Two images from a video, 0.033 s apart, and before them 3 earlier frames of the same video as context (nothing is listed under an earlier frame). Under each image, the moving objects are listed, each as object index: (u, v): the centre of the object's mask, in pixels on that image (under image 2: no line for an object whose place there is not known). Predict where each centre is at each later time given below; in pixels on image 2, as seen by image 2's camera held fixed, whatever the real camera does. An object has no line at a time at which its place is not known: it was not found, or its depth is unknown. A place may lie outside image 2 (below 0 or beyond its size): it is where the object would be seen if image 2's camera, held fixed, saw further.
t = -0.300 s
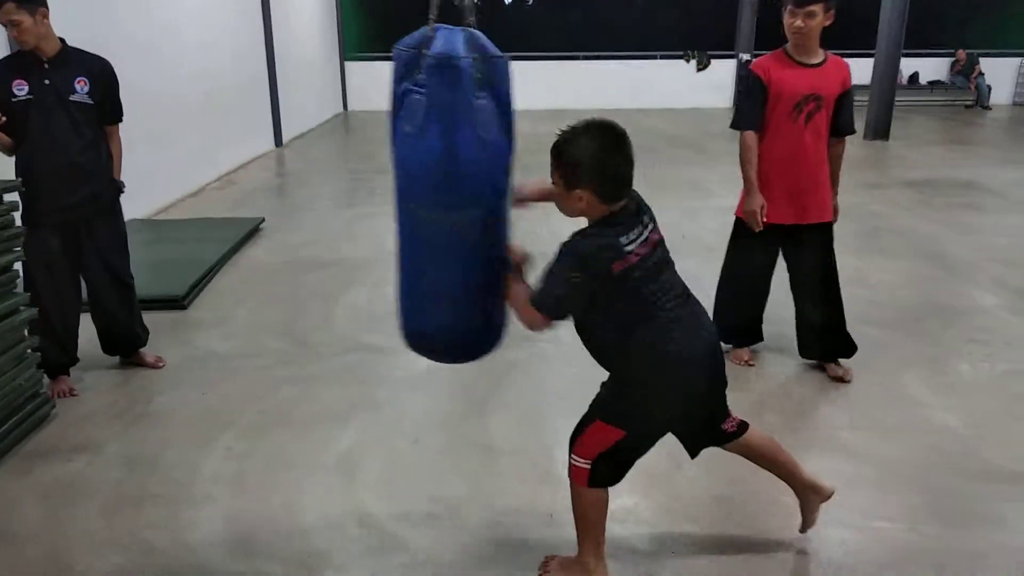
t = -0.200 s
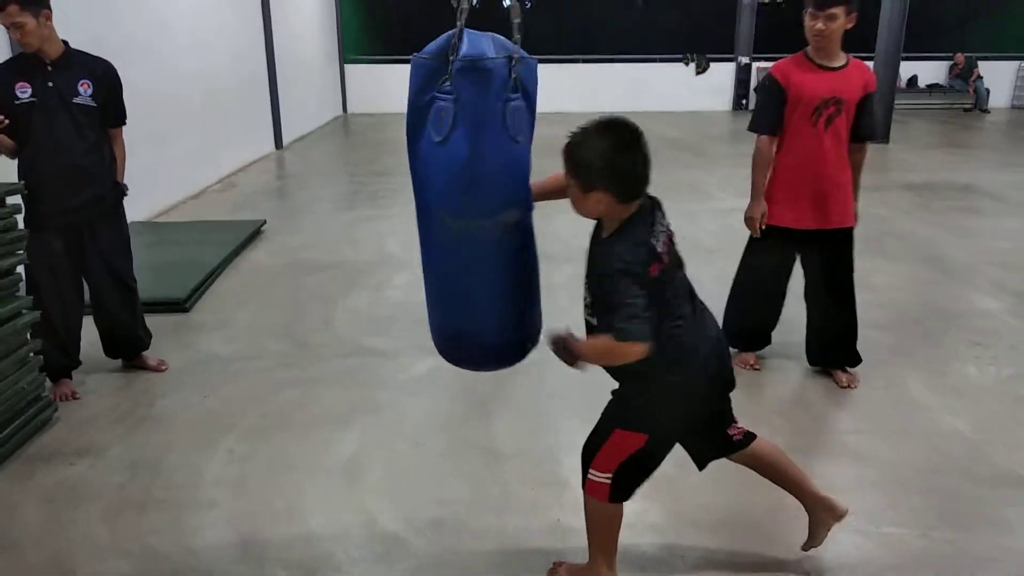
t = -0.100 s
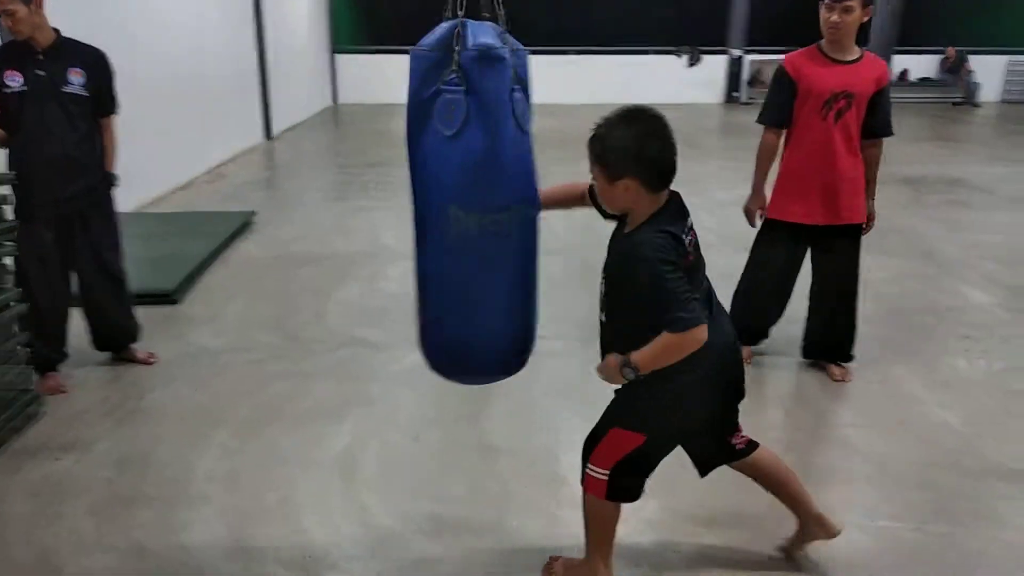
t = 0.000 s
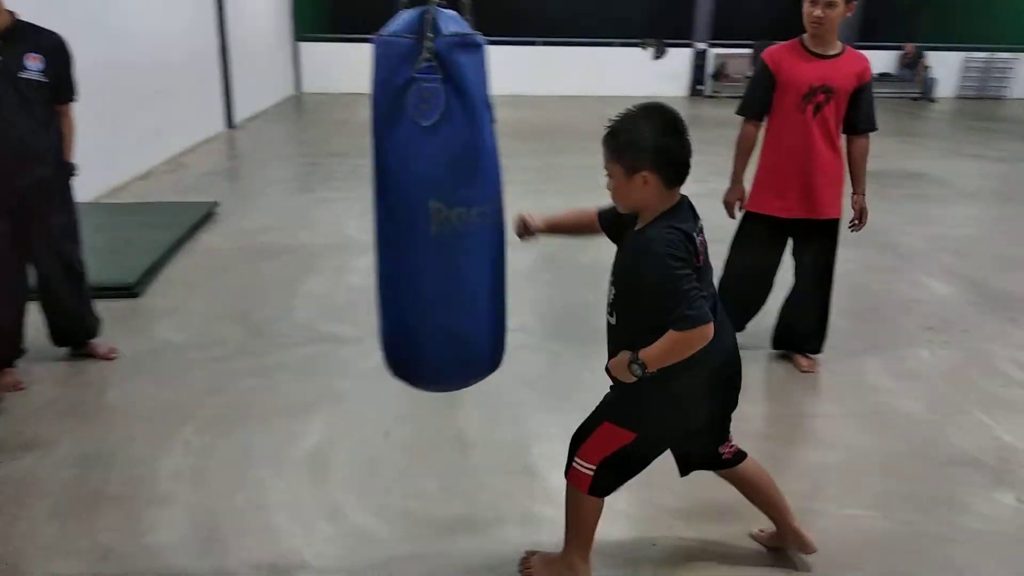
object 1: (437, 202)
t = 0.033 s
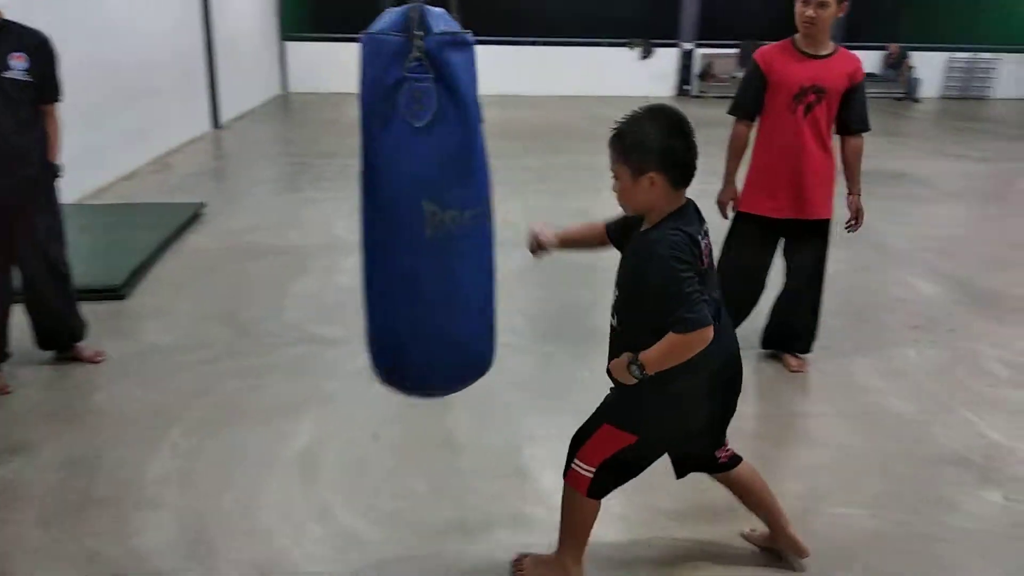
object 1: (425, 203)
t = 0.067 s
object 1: (422, 206)
